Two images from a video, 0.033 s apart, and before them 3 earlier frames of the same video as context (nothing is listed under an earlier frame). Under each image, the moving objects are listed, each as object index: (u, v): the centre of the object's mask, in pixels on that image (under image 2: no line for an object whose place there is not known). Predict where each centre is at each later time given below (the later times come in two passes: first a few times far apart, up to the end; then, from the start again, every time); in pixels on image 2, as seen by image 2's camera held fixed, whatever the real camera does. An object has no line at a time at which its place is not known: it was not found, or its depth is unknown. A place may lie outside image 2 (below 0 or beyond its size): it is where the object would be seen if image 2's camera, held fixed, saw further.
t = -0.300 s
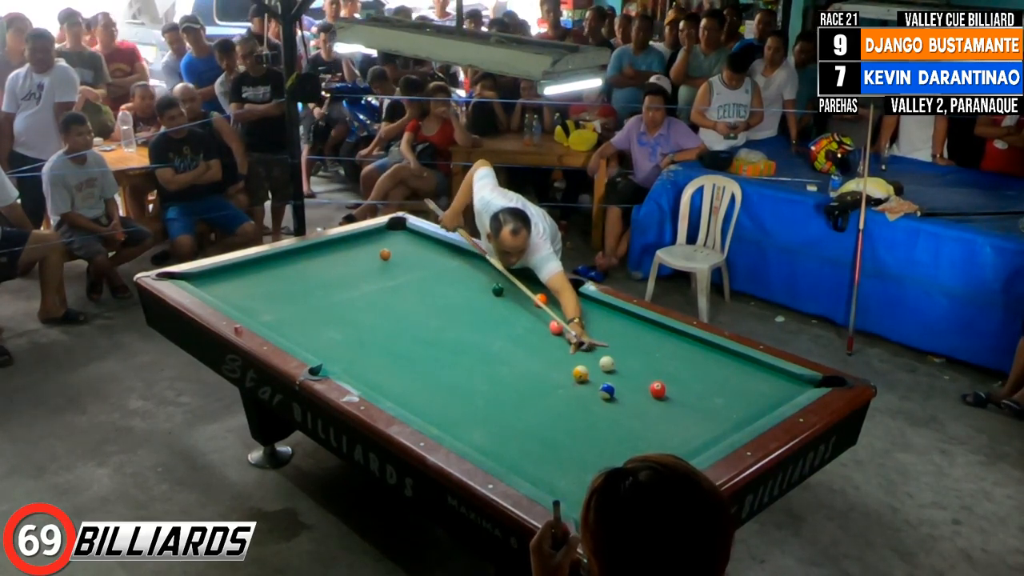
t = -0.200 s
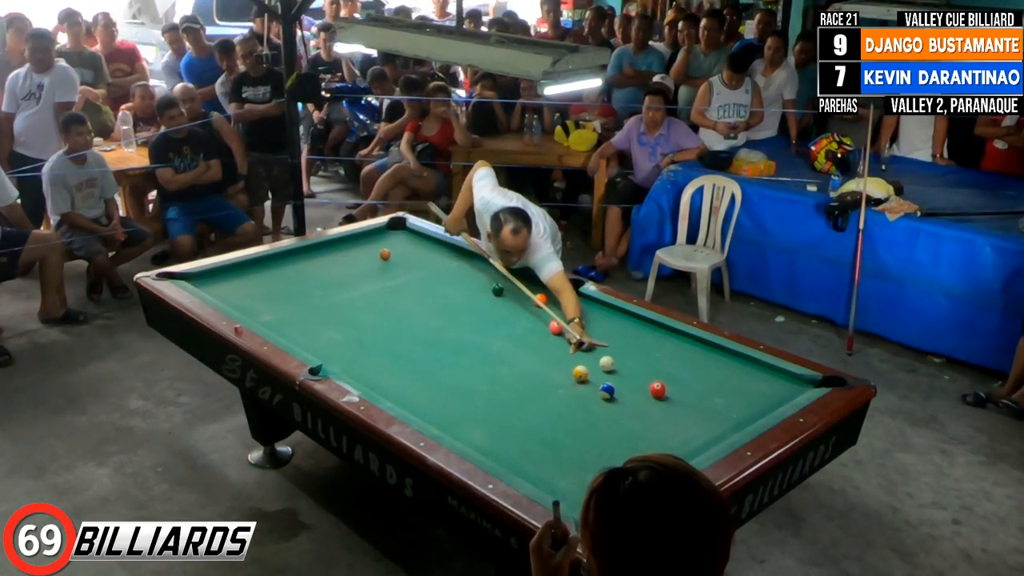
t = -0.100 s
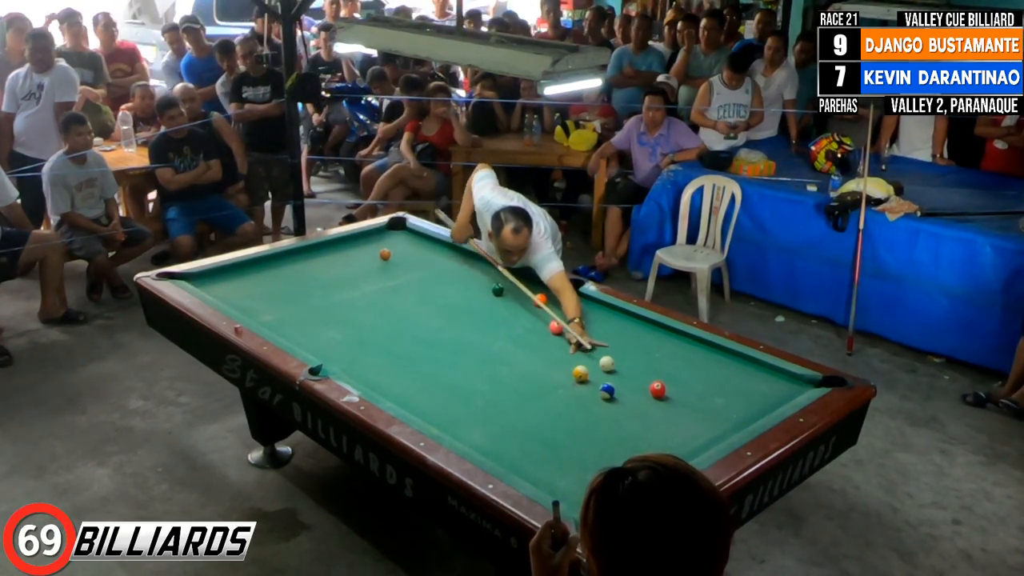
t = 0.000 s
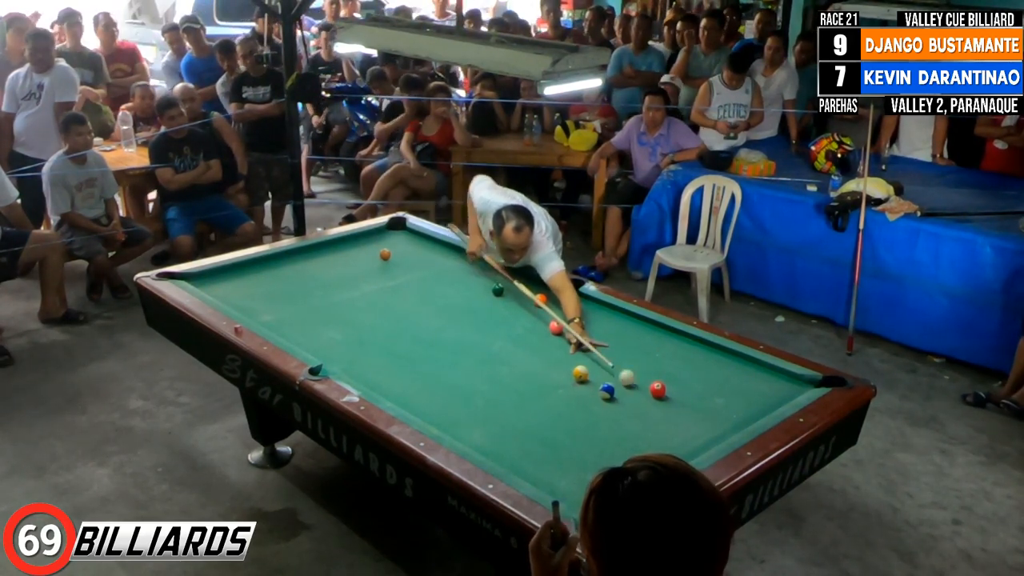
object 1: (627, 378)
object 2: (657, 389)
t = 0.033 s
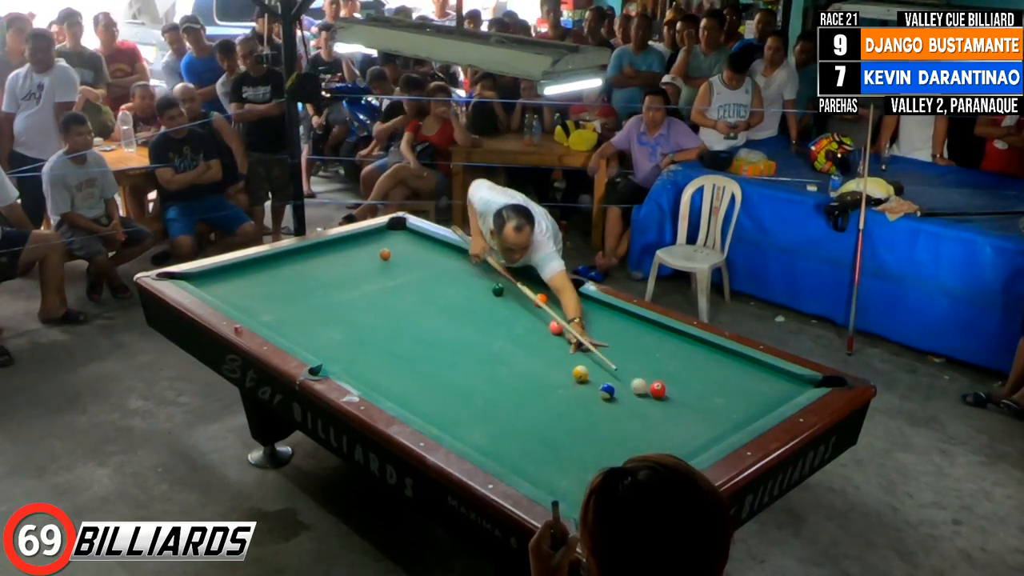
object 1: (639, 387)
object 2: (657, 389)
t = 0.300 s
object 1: (665, 450)
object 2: (726, 396)
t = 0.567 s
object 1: (590, 468)
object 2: (782, 399)
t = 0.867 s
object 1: (506, 458)
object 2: (769, 385)
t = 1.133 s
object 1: (490, 423)
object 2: (758, 372)
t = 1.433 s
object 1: (475, 388)
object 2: (747, 360)
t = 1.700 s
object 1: (463, 361)
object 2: (728, 357)
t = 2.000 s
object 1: (452, 335)
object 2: (708, 353)
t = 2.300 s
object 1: (443, 313)
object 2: (691, 350)
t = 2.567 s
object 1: (436, 295)
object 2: (677, 348)
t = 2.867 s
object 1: (429, 278)
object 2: (662, 346)
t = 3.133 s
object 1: (424, 264)
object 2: (652, 344)
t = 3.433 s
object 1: (418, 250)
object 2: (641, 342)
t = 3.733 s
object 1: (414, 237)
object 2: (631, 341)
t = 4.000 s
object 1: (406, 231)
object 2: (625, 341)
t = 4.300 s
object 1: (389, 229)
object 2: (618, 340)
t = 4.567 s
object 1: (383, 230)
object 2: (614, 339)
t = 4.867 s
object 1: (382, 233)
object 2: (611, 339)
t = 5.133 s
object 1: (383, 236)
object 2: (609, 339)
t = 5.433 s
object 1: (383, 238)
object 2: (610, 339)
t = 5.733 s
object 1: (383, 241)
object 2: (610, 339)
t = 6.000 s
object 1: (383, 242)
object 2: (610, 339)
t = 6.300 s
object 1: (383, 243)
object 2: (610, 339)
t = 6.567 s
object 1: (383, 244)
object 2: (609, 339)
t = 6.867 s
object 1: (383, 245)
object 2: (610, 339)
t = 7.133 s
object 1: (383, 245)
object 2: (609, 339)
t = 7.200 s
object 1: (383, 245)
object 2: (609, 339)
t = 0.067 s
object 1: (642, 394)
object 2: (666, 390)
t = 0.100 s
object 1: (644, 402)
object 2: (676, 391)
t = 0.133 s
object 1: (646, 411)
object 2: (685, 392)
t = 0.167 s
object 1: (650, 419)
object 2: (694, 393)
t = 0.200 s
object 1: (654, 428)
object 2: (702, 394)
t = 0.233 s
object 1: (657, 437)
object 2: (710, 394)
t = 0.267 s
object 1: (661, 444)
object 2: (718, 395)
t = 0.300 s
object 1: (665, 450)
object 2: (726, 396)
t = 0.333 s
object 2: (733, 397)
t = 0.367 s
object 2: (741, 397)
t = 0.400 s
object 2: (749, 398)
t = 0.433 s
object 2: (757, 399)
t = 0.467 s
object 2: (765, 400)
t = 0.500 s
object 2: (773, 400)
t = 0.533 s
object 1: (600, 465)
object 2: (780, 400)
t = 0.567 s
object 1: (590, 468)
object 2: (782, 399)
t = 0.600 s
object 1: (578, 470)
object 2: (781, 398)
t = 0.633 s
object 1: (567, 470)
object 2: (779, 397)
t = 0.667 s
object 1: (555, 470)
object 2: (778, 395)
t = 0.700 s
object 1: (543, 470)
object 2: (777, 393)
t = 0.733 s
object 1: (531, 470)
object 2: (776, 392)
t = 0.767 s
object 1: (521, 469)
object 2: (774, 390)
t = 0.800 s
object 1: (509, 466)
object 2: (772, 388)
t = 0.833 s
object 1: (508, 462)
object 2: (771, 387)
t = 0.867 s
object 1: (506, 458)
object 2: (769, 385)
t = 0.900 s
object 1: (503, 454)
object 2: (768, 383)
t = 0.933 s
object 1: (501, 449)
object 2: (767, 382)
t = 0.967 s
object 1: (499, 445)
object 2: (766, 380)
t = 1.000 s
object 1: (497, 440)
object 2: (764, 378)
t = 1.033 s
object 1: (495, 435)
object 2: (763, 377)
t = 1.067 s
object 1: (493, 431)
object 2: (762, 375)
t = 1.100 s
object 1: (491, 427)
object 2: (760, 373)
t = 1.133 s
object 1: (490, 423)
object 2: (758, 372)
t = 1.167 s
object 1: (487, 418)
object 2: (757, 371)
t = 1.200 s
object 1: (486, 414)
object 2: (756, 369)
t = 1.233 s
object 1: (484, 411)
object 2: (755, 368)
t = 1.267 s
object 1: (483, 406)
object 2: (754, 366)
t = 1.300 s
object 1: (481, 403)
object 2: (753, 365)
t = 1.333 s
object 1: (479, 399)
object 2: (752, 363)
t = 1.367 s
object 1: (478, 395)
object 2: (750, 362)
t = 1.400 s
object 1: (476, 391)
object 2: (749, 361)
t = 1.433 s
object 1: (475, 388)
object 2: (747, 360)
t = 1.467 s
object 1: (473, 384)
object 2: (745, 360)
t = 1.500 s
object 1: (471, 381)
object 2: (742, 359)
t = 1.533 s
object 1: (470, 377)
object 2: (740, 359)
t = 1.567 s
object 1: (469, 374)
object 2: (737, 358)
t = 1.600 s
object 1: (467, 371)
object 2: (735, 358)
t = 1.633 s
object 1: (466, 367)
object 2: (733, 357)
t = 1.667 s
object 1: (464, 364)
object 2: (730, 357)
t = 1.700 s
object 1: (463, 361)
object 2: (728, 357)
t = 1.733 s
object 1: (462, 358)
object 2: (726, 356)
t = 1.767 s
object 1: (461, 355)
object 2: (723, 356)
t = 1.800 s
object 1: (459, 352)
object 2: (721, 355)
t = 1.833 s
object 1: (458, 349)
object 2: (719, 355)
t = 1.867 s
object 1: (457, 346)
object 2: (717, 354)
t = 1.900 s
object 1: (456, 344)
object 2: (715, 354)
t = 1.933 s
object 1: (454, 341)
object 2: (712, 354)
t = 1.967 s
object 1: (453, 338)
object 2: (710, 354)
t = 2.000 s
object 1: (452, 335)
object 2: (708, 353)
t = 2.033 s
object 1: (451, 333)
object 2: (707, 353)
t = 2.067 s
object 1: (450, 330)
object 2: (705, 353)
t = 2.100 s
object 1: (449, 328)
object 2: (702, 352)
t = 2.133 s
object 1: (448, 325)
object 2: (700, 352)
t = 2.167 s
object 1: (447, 323)
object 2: (698, 351)
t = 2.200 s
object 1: (446, 320)
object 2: (696, 351)
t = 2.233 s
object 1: (445, 318)
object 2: (695, 350)
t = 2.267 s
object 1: (443, 315)
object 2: (693, 350)
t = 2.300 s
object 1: (443, 313)
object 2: (691, 350)
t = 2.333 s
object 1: (442, 311)
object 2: (689, 350)
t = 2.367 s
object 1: (441, 308)
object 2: (687, 350)
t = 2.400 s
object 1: (440, 306)
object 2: (685, 349)
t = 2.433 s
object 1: (439, 304)
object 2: (684, 349)
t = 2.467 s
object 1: (438, 302)
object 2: (682, 349)
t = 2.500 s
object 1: (437, 299)
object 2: (681, 349)
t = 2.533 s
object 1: (437, 297)
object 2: (679, 348)
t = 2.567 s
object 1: (436, 295)
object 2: (677, 348)
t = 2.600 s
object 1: (435, 293)
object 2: (675, 348)
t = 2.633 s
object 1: (434, 291)
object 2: (673, 347)
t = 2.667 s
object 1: (433, 289)
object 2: (672, 347)
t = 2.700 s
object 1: (433, 287)
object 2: (670, 347)
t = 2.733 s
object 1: (432, 286)
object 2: (669, 347)
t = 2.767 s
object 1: (431, 283)
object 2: (667, 346)
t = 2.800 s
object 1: (430, 282)
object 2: (666, 346)
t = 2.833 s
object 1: (429, 280)
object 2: (664, 346)
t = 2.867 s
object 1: (429, 278)
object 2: (662, 346)
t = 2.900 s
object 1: (428, 276)
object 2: (661, 345)
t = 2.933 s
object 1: (428, 274)
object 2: (660, 345)
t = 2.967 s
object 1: (427, 273)
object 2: (658, 345)
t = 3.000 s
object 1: (426, 271)
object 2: (656, 345)
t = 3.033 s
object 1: (425, 269)
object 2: (656, 345)
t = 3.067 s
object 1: (425, 268)
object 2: (654, 344)
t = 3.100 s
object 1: (424, 266)
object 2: (653, 344)
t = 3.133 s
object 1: (424, 264)
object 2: (652, 344)
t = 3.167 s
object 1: (423, 262)
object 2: (650, 344)
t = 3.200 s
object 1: (422, 261)
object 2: (649, 344)
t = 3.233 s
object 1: (422, 259)
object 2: (648, 344)
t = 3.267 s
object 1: (421, 258)
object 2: (646, 343)
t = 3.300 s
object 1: (421, 256)
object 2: (645, 343)
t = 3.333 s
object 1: (420, 255)
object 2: (644, 343)
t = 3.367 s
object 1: (419, 253)
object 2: (643, 343)
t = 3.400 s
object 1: (419, 252)
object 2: (642, 343)
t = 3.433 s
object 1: (418, 250)
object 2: (641, 342)
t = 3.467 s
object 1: (418, 249)
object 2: (640, 342)
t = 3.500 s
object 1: (417, 247)
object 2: (638, 342)
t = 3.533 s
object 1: (417, 246)
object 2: (638, 342)
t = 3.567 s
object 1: (416, 244)
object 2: (636, 342)
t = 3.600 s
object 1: (416, 243)
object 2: (635, 342)
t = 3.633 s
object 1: (416, 242)
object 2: (634, 342)
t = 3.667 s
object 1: (415, 240)
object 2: (633, 341)
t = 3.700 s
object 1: (414, 239)
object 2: (632, 341)
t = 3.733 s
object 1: (414, 237)
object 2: (631, 341)
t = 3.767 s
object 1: (414, 237)
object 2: (630, 341)
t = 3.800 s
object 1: (413, 236)
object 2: (630, 341)
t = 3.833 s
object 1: (413, 235)
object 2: (629, 341)
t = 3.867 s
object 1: (412, 234)
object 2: (628, 341)
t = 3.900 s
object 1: (412, 232)
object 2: (627, 341)
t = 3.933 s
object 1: (410, 232)
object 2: (626, 341)
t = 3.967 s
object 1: (408, 231)
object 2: (626, 340)
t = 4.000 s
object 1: (406, 231)
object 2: (625, 341)
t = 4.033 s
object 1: (404, 231)
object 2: (624, 341)
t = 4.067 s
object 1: (402, 231)
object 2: (623, 341)
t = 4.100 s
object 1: (400, 230)
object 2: (623, 340)
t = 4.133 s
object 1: (398, 230)
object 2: (622, 340)
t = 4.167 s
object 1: (396, 230)
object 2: (621, 340)
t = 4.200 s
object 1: (394, 230)
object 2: (620, 340)
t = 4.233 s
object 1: (392, 230)
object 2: (620, 340)
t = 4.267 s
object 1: (391, 229)
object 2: (619, 340)
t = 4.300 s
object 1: (389, 229)
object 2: (618, 340)
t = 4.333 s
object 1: (387, 229)
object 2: (618, 340)
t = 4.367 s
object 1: (385, 229)
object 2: (617, 340)
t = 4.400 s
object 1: (383, 229)
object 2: (617, 339)
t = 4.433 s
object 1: (383, 229)
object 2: (616, 339)
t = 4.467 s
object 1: (383, 230)
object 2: (616, 339)
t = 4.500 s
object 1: (383, 230)
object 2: (615, 339)
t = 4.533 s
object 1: (383, 230)
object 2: (615, 339)
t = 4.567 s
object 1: (383, 230)
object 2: (614, 339)
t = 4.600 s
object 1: (383, 231)
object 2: (614, 339)
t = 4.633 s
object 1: (383, 231)
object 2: (613, 339)
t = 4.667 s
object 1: (383, 232)
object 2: (613, 339)
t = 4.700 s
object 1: (383, 232)
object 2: (612, 339)
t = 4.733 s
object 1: (382, 232)
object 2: (612, 339)
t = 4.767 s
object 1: (382, 232)
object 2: (612, 339)
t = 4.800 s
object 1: (382, 233)
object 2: (611, 339)
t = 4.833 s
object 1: (382, 233)
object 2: (611, 339)
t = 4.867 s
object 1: (382, 233)
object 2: (611, 339)
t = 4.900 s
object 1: (382, 234)
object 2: (610, 339)
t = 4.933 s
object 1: (382, 234)
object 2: (610, 339)
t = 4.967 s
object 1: (382, 235)
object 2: (610, 339)
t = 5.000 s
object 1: (382, 235)
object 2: (610, 339)
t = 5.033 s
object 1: (383, 235)
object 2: (609, 339)
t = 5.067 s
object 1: (382, 235)
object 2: (609, 339)
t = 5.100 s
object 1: (383, 236)
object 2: (609, 339)
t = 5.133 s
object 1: (383, 236)
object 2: (609, 339)
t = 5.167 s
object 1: (383, 236)
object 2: (609, 339)
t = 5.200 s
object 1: (383, 236)
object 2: (609, 339)
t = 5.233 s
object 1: (383, 237)
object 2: (609, 339)
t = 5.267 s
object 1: (383, 237)
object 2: (609, 339)
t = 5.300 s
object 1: (383, 237)
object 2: (609, 339)
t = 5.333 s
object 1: (383, 237)
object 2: (609, 339)
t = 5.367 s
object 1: (383, 238)
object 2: (609, 339)
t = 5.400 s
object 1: (383, 238)
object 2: (609, 339)
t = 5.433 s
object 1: (383, 238)
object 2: (610, 339)
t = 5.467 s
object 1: (383, 238)
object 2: (610, 339)
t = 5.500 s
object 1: (383, 239)
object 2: (610, 339)
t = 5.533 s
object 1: (383, 239)
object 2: (610, 339)
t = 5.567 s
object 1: (383, 239)
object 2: (610, 339)
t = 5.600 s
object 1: (383, 239)
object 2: (610, 339)
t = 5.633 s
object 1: (383, 240)
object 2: (610, 339)
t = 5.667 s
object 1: (383, 240)
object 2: (610, 339)
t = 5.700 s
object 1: (383, 240)
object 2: (610, 339)
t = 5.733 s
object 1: (383, 241)
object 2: (610, 339)
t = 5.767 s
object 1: (383, 241)
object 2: (610, 339)
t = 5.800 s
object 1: (383, 241)
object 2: (610, 339)
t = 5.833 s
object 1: (383, 241)
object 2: (610, 339)
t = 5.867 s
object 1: (383, 241)
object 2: (610, 339)
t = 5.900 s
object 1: (383, 241)
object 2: (610, 339)
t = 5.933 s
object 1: (383, 242)
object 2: (610, 339)
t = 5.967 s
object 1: (383, 242)
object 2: (610, 339)
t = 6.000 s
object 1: (383, 242)
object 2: (610, 339)
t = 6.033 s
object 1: (383, 242)
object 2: (610, 339)
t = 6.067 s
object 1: (383, 242)
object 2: (610, 339)
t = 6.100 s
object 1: (383, 243)
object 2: (610, 339)
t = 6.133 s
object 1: (383, 243)
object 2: (610, 339)
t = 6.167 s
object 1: (383, 243)
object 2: (610, 339)
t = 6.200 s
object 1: (383, 243)
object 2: (610, 339)
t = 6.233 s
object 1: (383, 243)
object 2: (610, 339)
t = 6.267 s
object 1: (383, 243)
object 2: (610, 339)
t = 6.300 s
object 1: (383, 243)
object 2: (610, 339)
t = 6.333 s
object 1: (383, 243)
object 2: (610, 339)
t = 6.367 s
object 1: (383, 243)
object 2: (610, 339)
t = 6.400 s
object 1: (383, 244)
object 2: (610, 339)
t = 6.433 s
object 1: (383, 244)
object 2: (610, 339)
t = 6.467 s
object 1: (383, 244)
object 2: (610, 339)
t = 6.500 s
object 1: (383, 244)
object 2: (610, 339)
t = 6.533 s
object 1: (383, 244)
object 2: (610, 339)
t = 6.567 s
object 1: (383, 244)
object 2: (609, 339)
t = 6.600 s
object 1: (383, 244)
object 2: (610, 339)
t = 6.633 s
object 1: (383, 244)
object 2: (609, 339)
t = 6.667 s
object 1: (383, 244)
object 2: (609, 339)
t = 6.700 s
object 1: (383, 244)
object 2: (610, 339)
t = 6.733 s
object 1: (383, 244)
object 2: (610, 339)
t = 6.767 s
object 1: (383, 244)
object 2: (610, 339)
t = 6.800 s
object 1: (383, 244)
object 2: (610, 339)
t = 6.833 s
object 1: (383, 244)
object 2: (610, 339)
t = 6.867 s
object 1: (383, 245)
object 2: (610, 339)
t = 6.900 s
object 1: (383, 245)
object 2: (610, 339)
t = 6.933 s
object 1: (383, 245)
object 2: (610, 339)
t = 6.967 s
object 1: (383, 245)
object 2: (610, 339)
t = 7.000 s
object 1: (383, 245)
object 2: (610, 339)
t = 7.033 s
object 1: (383, 245)
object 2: (609, 339)
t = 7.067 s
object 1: (383, 245)
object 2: (609, 339)
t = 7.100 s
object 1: (383, 245)
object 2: (609, 339)
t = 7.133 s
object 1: (383, 245)
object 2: (609, 339)
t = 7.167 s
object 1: (383, 245)
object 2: (609, 339)
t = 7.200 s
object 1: (383, 245)
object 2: (609, 339)
